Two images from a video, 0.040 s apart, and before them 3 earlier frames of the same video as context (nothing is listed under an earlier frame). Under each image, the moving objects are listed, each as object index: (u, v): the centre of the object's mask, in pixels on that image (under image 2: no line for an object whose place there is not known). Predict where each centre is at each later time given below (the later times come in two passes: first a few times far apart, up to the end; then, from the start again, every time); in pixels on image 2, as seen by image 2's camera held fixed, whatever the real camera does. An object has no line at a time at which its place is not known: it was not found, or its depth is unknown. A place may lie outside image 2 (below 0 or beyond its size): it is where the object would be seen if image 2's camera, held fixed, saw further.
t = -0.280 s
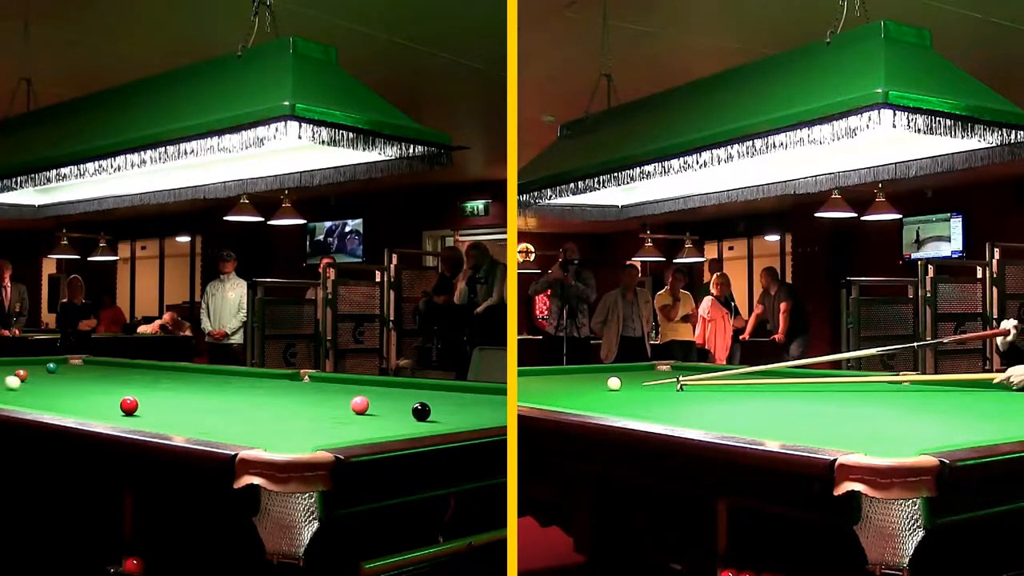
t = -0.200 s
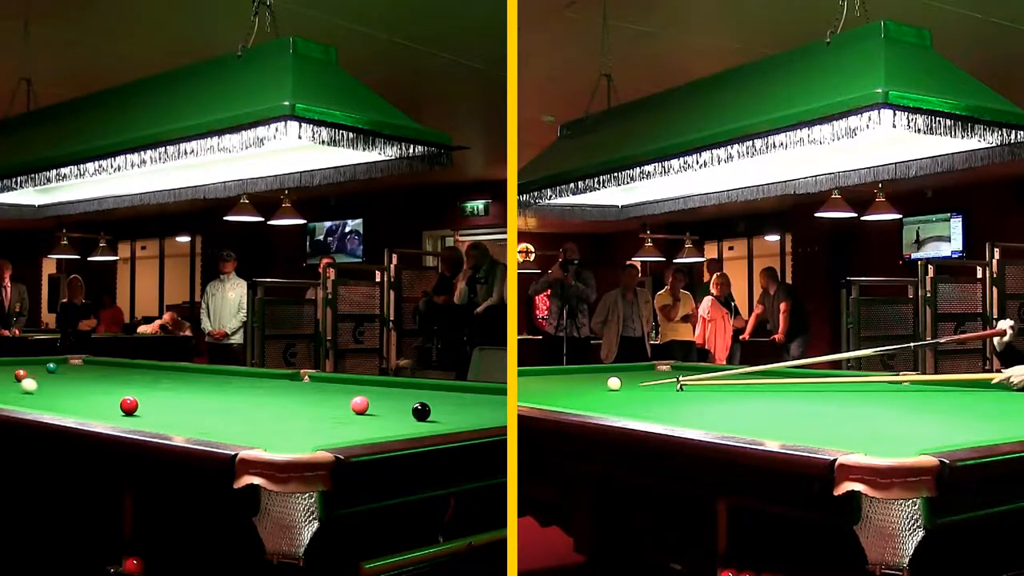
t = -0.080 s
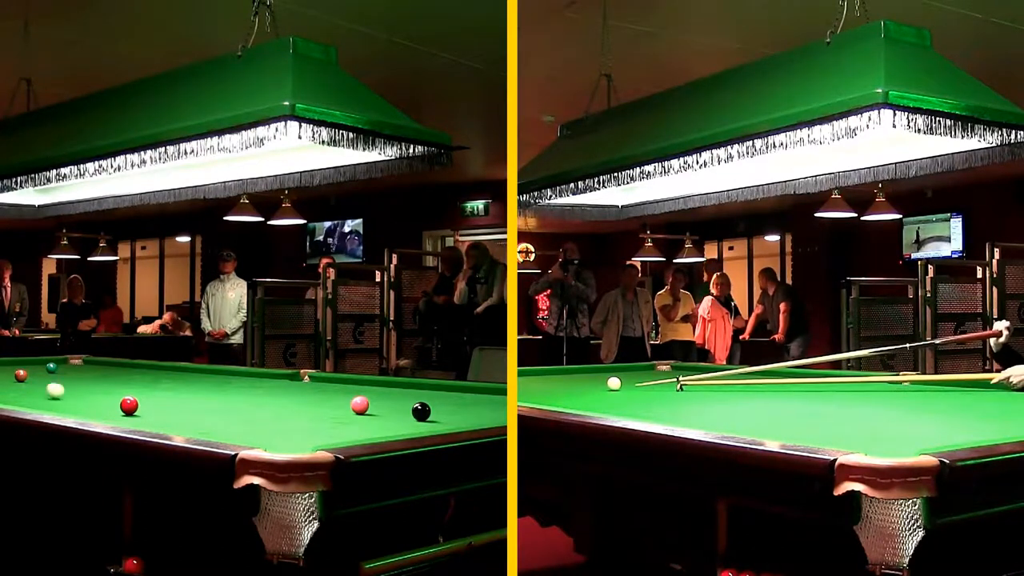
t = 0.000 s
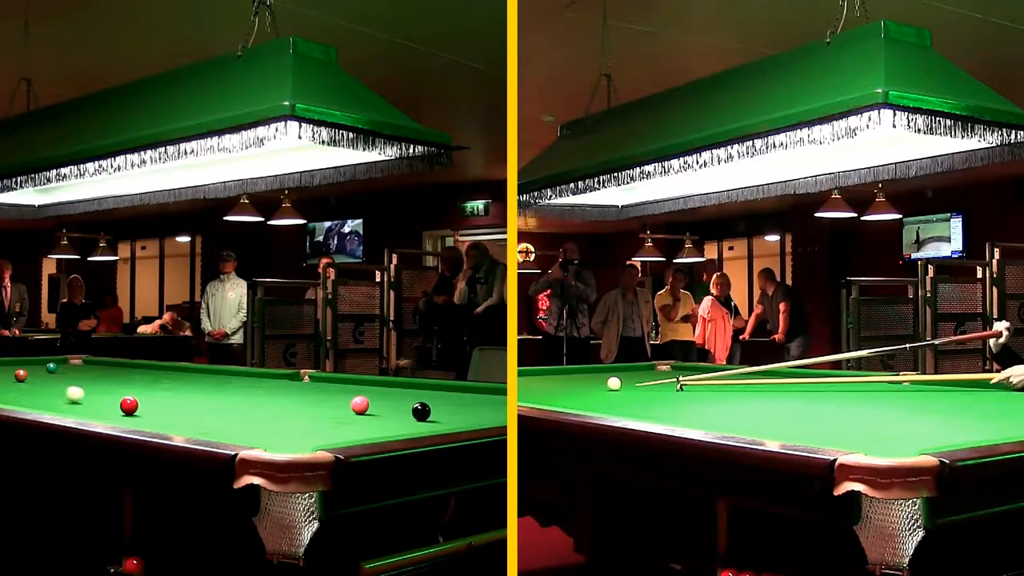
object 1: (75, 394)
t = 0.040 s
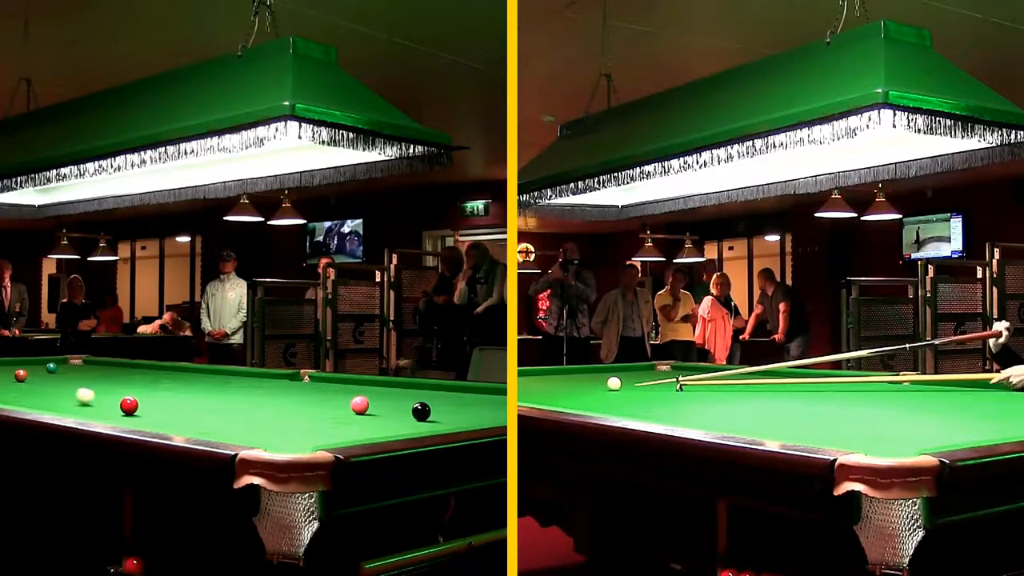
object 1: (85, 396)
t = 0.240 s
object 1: (130, 403)
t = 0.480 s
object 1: (169, 406)
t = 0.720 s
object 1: (210, 410)
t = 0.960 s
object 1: (251, 413)
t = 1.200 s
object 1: (294, 416)
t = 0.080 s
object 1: (96, 398)
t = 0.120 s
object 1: (107, 400)
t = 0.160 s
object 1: (116, 402)
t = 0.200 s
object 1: (124, 402)
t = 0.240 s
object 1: (130, 403)
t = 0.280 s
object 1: (136, 404)
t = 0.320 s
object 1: (143, 404)
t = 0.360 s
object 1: (149, 405)
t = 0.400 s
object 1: (155, 405)
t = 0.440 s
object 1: (162, 406)
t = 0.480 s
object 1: (169, 406)
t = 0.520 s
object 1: (175, 407)
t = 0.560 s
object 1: (182, 407)
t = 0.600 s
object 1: (189, 408)
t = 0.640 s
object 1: (196, 409)
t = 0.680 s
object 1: (203, 409)
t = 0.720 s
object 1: (210, 410)
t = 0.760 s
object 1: (217, 410)
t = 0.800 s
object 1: (223, 411)
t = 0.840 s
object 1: (230, 411)
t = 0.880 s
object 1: (237, 412)
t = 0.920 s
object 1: (244, 412)
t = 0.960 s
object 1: (251, 413)
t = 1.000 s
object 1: (259, 413)
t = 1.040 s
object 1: (266, 414)
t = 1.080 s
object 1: (273, 415)
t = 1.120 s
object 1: (280, 415)
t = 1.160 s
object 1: (287, 416)
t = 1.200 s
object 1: (294, 416)
